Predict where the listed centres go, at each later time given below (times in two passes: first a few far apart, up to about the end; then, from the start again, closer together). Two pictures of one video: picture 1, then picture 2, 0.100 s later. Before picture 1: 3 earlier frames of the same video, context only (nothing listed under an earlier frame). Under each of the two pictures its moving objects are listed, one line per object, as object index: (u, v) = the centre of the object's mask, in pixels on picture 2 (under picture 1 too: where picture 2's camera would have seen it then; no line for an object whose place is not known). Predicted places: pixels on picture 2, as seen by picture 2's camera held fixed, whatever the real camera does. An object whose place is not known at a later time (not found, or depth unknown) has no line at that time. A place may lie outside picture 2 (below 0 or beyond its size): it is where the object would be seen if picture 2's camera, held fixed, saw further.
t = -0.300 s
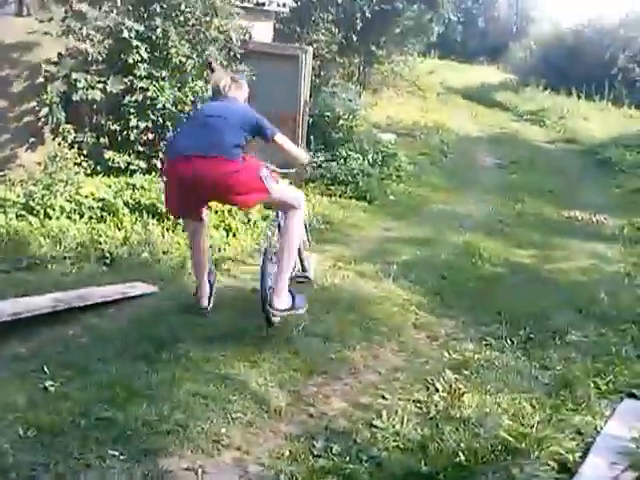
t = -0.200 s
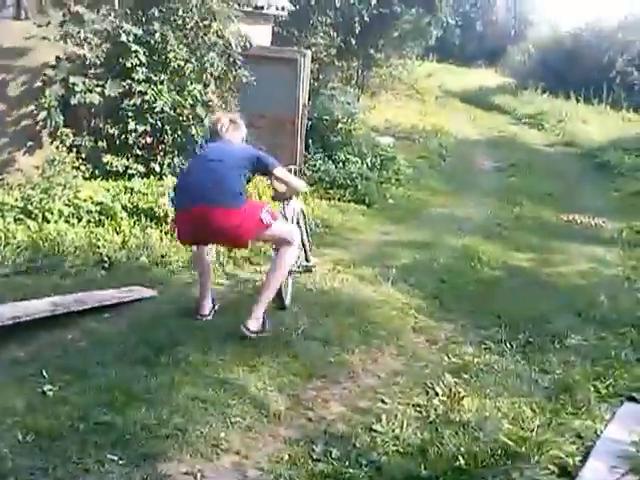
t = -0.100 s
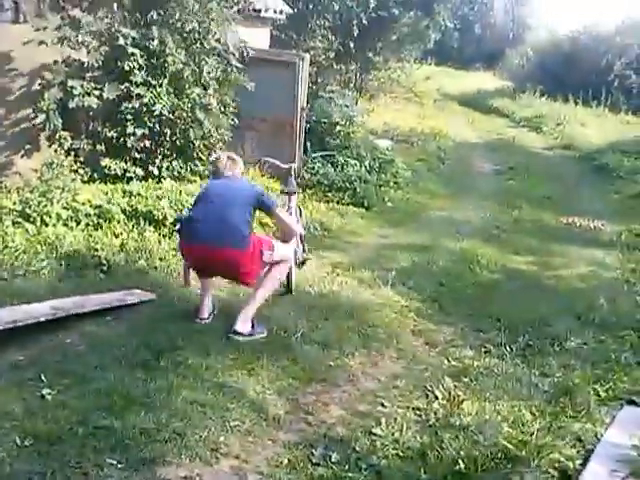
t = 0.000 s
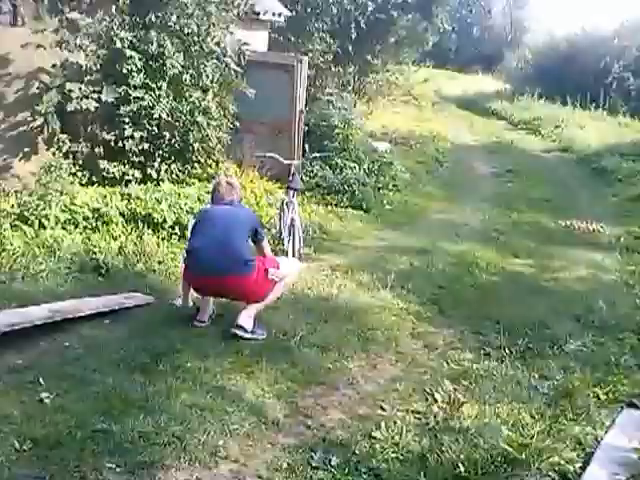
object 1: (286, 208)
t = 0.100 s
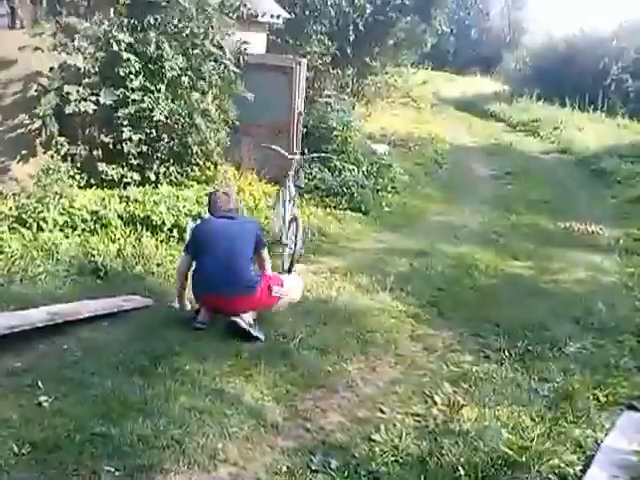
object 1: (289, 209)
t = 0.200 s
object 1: (291, 201)
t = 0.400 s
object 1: (296, 185)
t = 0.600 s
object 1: (310, 176)
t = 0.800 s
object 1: (339, 180)
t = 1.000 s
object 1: (361, 191)
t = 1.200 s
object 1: (385, 197)
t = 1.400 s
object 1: (402, 197)
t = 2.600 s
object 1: (407, 204)
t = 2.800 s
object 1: (405, 203)
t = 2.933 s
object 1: (404, 203)
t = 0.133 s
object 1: (290, 206)
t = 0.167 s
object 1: (291, 203)
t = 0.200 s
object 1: (291, 201)
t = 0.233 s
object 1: (290, 195)
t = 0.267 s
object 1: (291, 193)
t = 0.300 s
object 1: (293, 189)
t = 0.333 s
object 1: (295, 186)
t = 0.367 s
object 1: (293, 186)
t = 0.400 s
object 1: (296, 185)
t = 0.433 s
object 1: (298, 185)
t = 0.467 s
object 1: (297, 184)
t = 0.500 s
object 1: (299, 182)
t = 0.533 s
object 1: (303, 180)
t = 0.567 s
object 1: (306, 179)
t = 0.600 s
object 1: (310, 176)
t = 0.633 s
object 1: (309, 183)
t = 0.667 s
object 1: (313, 181)
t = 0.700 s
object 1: (323, 177)
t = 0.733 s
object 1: (322, 184)
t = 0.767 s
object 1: (328, 183)
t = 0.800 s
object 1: (339, 180)
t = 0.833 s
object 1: (335, 184)
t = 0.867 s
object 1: (340, 186)
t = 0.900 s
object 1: (352, 189)
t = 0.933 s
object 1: (354, 190)
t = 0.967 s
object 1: (358, 187)
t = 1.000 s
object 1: (361, 191)
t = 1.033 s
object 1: (361, 194)
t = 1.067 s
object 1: (366, 195)
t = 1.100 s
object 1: (380, 199)
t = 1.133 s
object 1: (381, 202)
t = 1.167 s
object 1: (382, 200)
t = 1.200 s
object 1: (385, 197)
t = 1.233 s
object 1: (388, 195)
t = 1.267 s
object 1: (392, 195)
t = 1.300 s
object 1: (395, 196)
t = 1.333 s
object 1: (397, 195)
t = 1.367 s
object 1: (400, 195)
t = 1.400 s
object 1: (402, 197)
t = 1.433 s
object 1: (403, 198)
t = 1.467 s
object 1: (404, 199)
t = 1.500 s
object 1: (404, 201)
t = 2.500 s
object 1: (407, 204)
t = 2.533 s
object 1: (407, 204)
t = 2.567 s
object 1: (407, 204)
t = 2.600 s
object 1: (407, 204)
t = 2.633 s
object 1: (406, 204)
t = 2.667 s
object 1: (406, 204)
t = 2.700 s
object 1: (406, 203)
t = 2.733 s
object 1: (405, 203)
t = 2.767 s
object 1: (405, 203)
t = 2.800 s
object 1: (405, 203)
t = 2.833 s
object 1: (405, 203)
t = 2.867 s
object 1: (404, 203)
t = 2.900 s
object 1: (404, 203)
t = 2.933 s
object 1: (404, 203)
